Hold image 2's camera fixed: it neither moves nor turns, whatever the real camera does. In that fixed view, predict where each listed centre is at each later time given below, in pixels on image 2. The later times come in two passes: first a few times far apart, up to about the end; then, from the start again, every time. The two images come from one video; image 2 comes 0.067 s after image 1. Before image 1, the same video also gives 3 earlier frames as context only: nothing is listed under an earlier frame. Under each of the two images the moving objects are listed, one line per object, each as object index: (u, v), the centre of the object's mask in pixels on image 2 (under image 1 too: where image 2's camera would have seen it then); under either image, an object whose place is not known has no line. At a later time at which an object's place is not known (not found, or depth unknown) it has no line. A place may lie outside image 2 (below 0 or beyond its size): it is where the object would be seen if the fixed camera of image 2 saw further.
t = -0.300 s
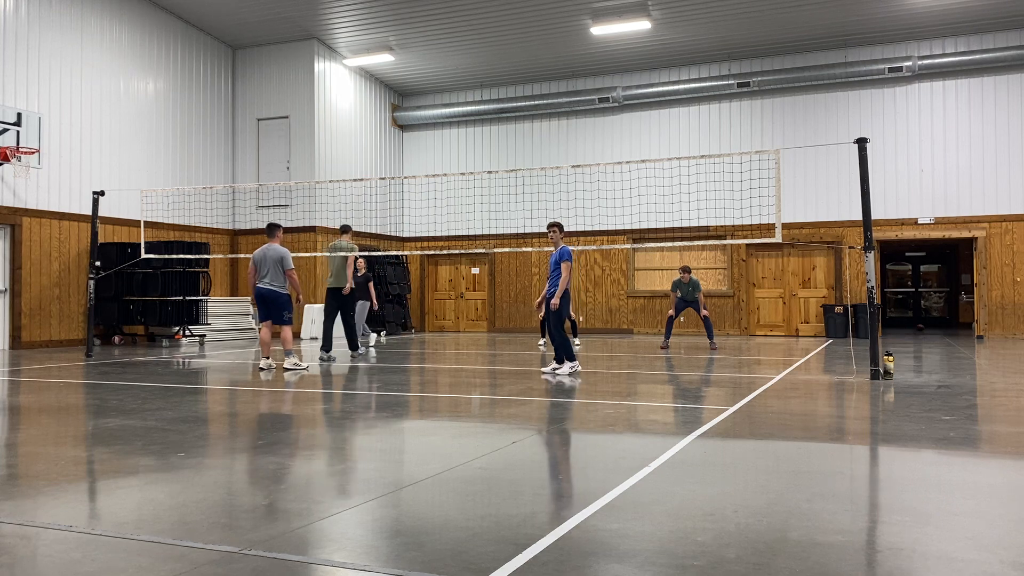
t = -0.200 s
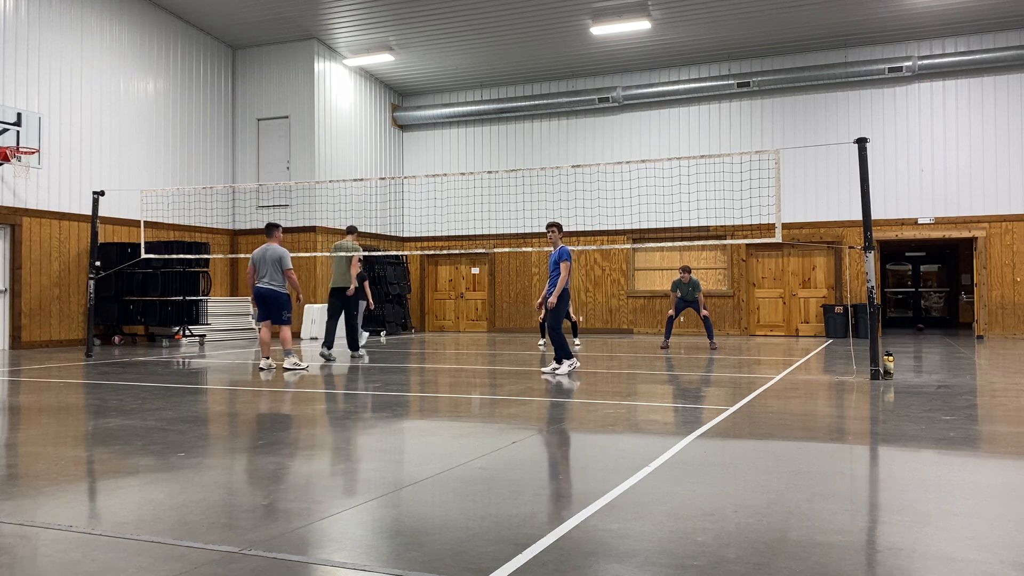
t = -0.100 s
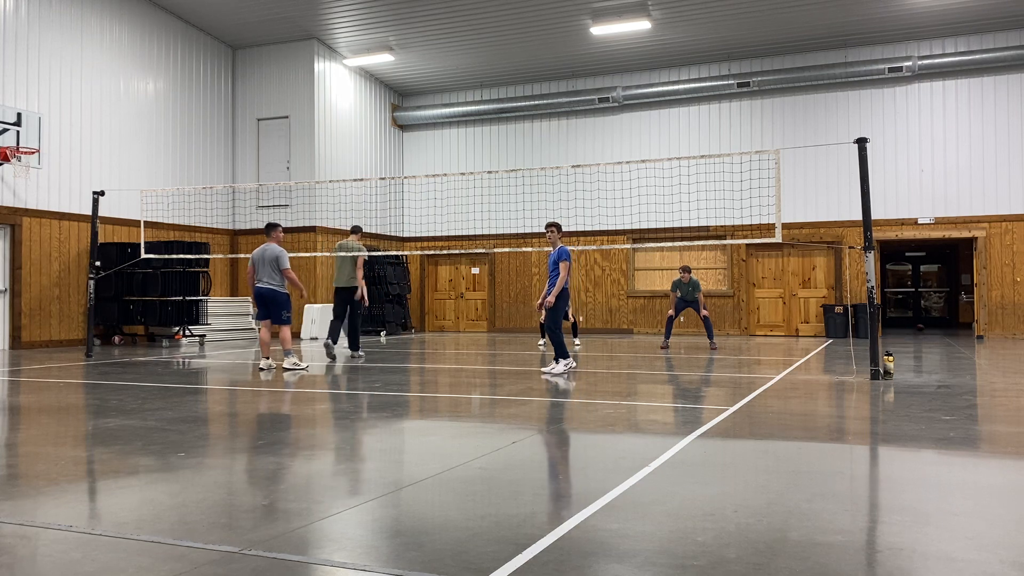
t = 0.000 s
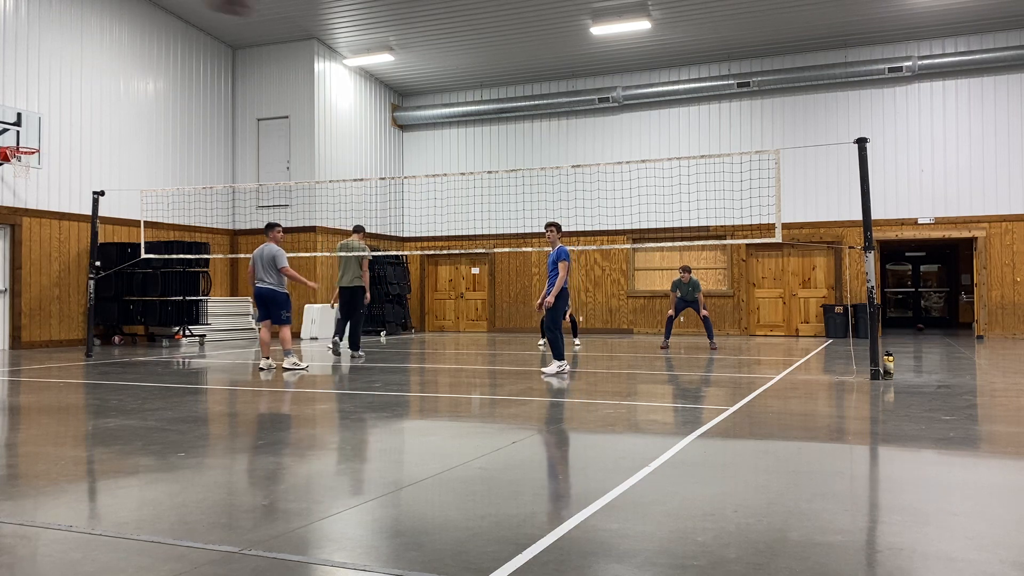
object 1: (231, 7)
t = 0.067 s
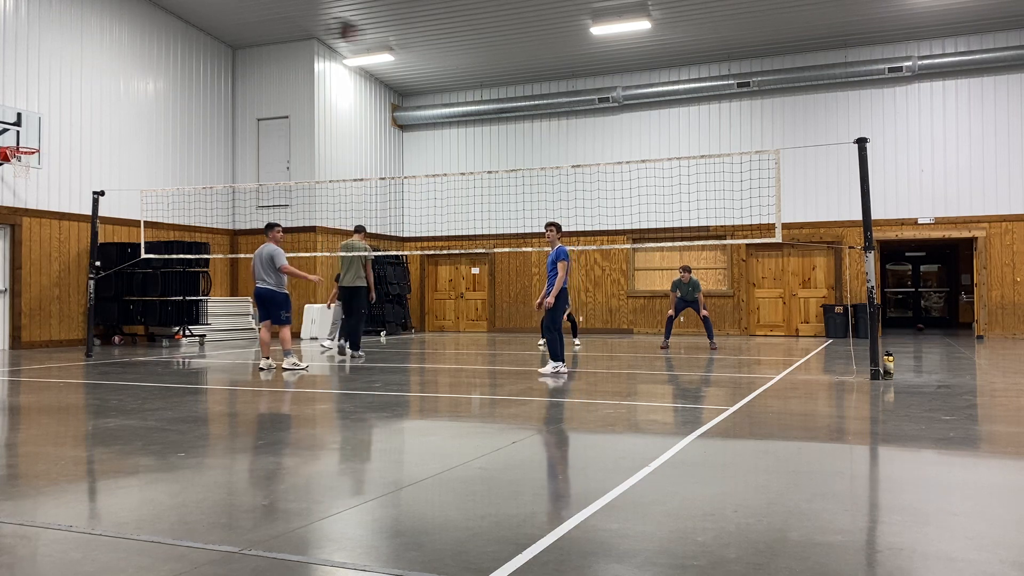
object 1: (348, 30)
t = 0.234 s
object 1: (526, 97)
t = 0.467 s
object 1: (668, 187)
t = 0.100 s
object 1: (391, 43)
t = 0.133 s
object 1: (431, 58)
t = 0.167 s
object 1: (467, 71)
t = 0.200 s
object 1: (497, 83)
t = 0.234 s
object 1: (526, 97)
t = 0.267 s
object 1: (553, 111)
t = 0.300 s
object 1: (574, 123)
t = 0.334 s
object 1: (597, 136)
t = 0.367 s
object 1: (616, 149)
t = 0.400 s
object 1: (635, 161)
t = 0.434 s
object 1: (651, 174)
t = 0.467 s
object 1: (668, 187)
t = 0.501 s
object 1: (683, 199)
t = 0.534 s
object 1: (698, 213)
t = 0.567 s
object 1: (711, 224)
